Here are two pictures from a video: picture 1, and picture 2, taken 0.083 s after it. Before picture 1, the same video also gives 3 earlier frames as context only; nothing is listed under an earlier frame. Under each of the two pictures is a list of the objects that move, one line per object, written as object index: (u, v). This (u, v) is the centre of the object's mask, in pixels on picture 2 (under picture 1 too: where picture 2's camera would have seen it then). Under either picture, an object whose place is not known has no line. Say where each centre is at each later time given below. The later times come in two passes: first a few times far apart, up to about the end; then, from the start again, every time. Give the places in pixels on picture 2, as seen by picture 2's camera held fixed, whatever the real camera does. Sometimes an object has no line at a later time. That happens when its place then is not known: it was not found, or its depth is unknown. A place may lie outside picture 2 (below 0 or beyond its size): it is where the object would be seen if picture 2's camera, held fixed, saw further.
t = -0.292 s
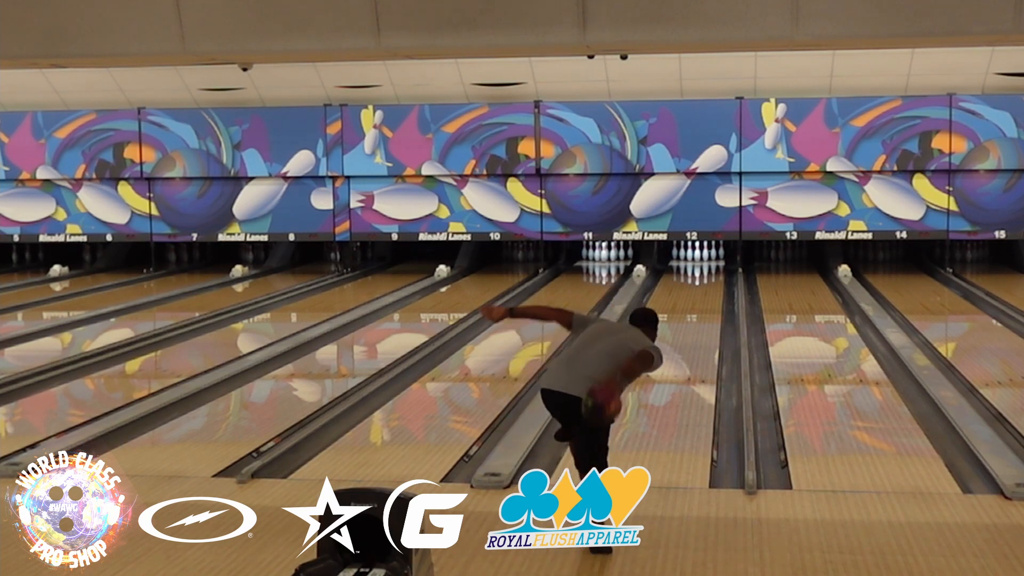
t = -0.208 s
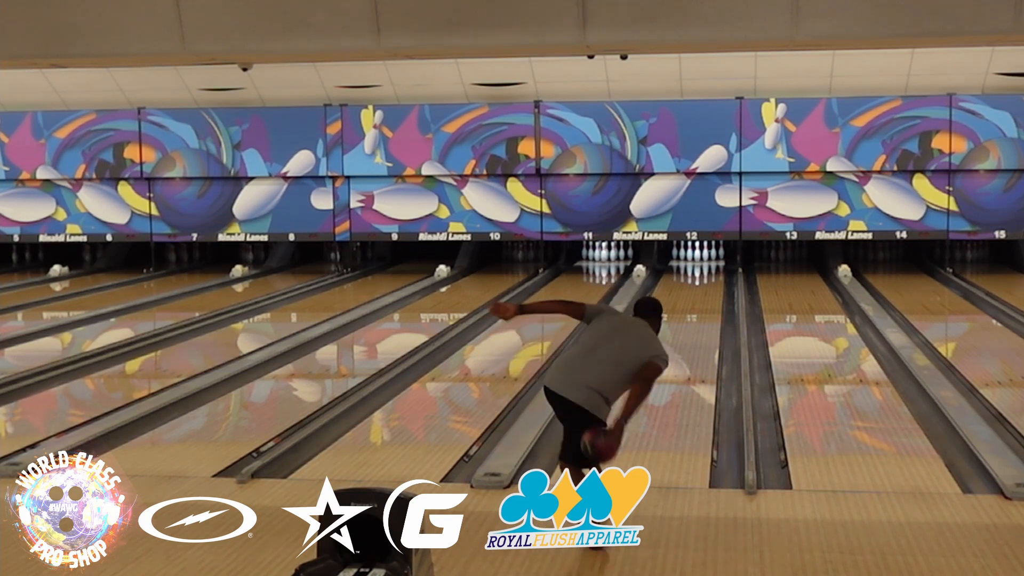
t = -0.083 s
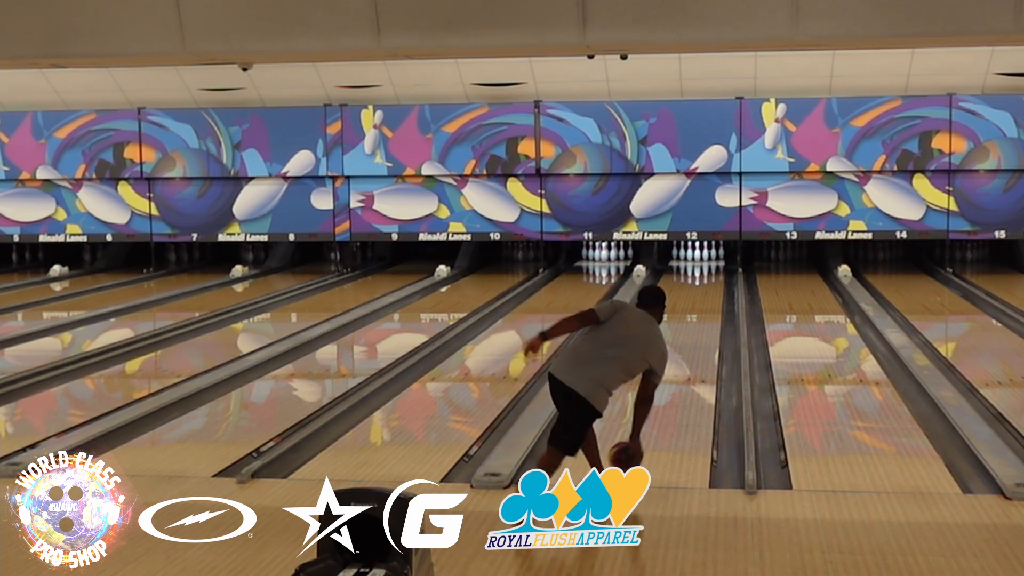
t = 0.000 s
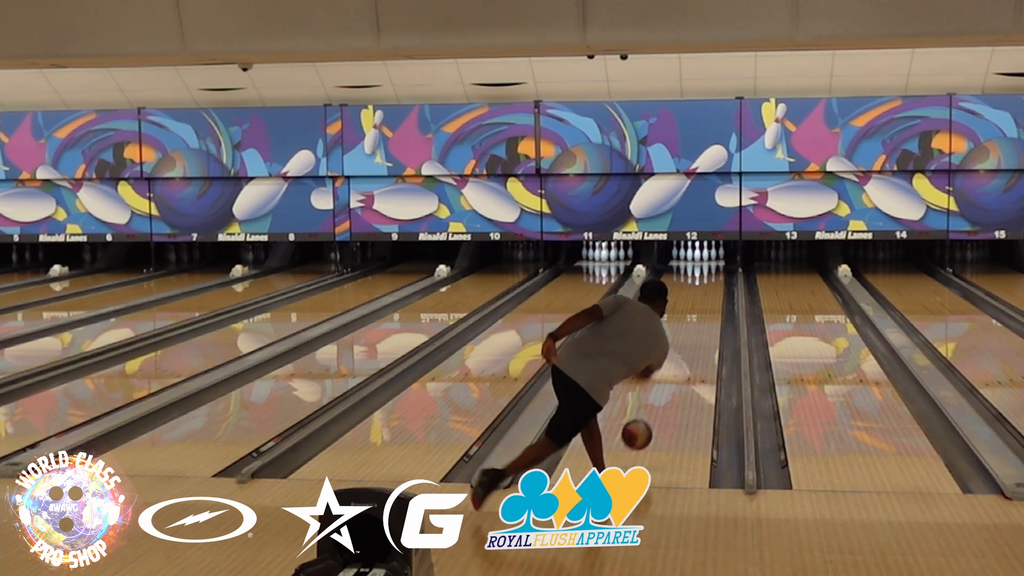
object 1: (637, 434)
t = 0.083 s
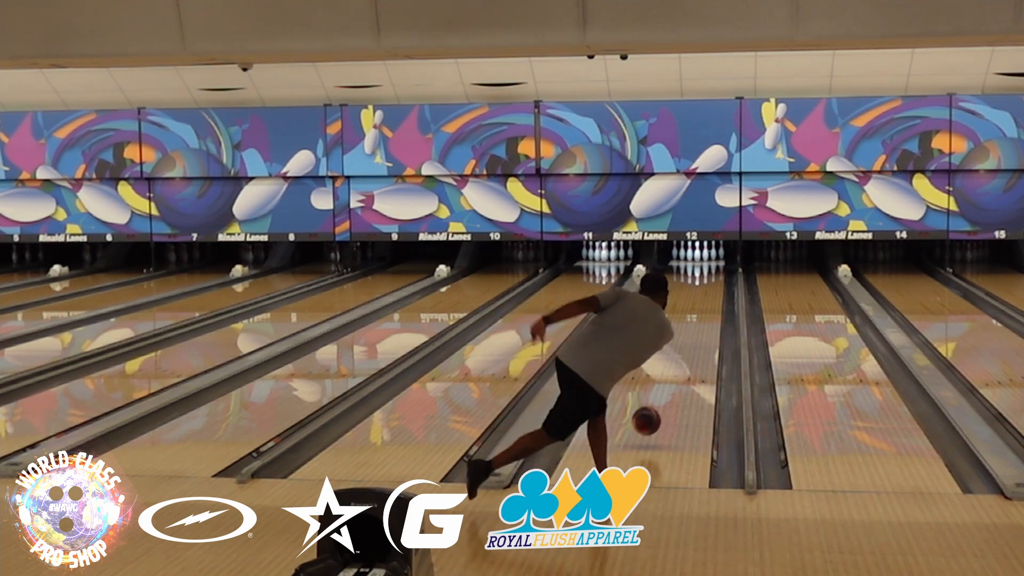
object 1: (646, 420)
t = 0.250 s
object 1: (662, 400)
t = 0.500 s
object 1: (678, 365)
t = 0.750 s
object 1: (691, 338)
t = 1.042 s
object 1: (702, 313)
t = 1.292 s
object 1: (709, 296)
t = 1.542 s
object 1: (713, 283)
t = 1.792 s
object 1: (715, 272)
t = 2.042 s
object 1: (710, 264)
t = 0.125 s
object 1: (650, 418)
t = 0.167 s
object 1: (654, 416)
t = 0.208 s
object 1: (658, 409)
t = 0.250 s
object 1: (662, 400)
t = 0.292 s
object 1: (665, 395)
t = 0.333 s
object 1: (668, 386)
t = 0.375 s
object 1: (671, 381)
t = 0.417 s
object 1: (673, 377)
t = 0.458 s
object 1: (676, 370)
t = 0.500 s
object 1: (678, 365)
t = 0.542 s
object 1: (681, 359)
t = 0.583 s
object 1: (683, 355)
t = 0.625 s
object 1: (686, 350)
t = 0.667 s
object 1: (687, 346)
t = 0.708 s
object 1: (690, 341)
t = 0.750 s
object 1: (691, 338)
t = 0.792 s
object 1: (694, 333)
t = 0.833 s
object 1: (695, 330)
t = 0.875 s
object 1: (696, 325)
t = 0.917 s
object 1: (697, 323)
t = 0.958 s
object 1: (699, 319)
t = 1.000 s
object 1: (701, 316)
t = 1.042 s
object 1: (702, 313)
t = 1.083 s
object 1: (703, 310)
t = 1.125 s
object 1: (705, 307)
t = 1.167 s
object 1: (705, 305)
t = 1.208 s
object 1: (707, 301)
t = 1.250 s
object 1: (708, 300)
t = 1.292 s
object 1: (709, 296)
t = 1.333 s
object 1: (710, 294)
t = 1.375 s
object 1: (710, 292)
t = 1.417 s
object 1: (711, 290)
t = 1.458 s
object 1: (711, 288)
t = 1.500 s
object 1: (713, 285)
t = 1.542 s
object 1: (713, 283)
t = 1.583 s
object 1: (714, 281)
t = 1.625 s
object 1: (714, 279)
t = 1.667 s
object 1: (714, 278)
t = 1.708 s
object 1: (715, 276)
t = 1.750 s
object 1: (714, 275)
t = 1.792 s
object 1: (715, 272)
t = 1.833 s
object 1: (715, 271)
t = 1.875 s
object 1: (714, 270)
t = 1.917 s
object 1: (714, 269)
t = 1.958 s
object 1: (713, 268)
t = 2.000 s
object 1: (711, 266)
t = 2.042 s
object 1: (710, 264)
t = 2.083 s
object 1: (708, 263)
